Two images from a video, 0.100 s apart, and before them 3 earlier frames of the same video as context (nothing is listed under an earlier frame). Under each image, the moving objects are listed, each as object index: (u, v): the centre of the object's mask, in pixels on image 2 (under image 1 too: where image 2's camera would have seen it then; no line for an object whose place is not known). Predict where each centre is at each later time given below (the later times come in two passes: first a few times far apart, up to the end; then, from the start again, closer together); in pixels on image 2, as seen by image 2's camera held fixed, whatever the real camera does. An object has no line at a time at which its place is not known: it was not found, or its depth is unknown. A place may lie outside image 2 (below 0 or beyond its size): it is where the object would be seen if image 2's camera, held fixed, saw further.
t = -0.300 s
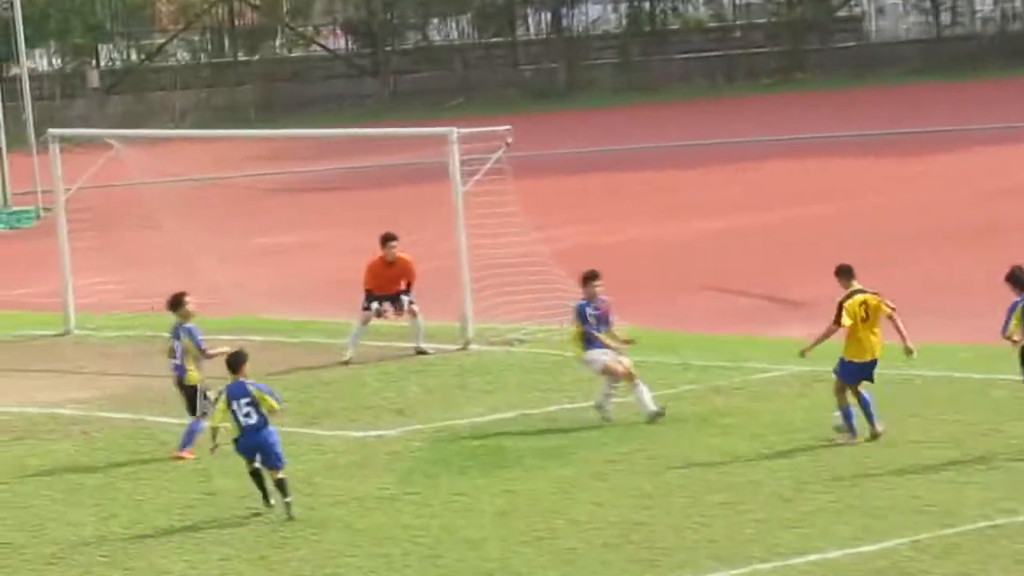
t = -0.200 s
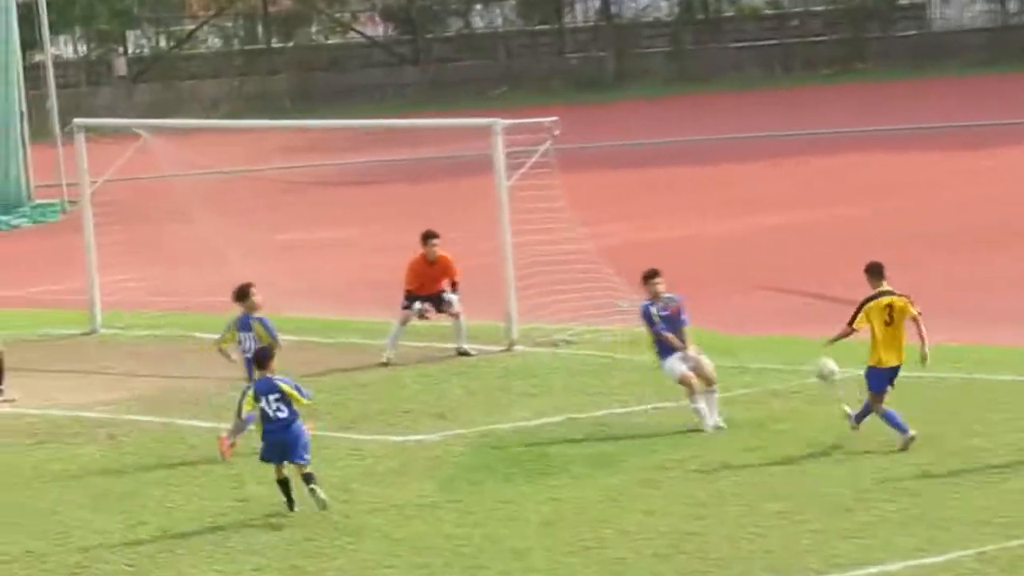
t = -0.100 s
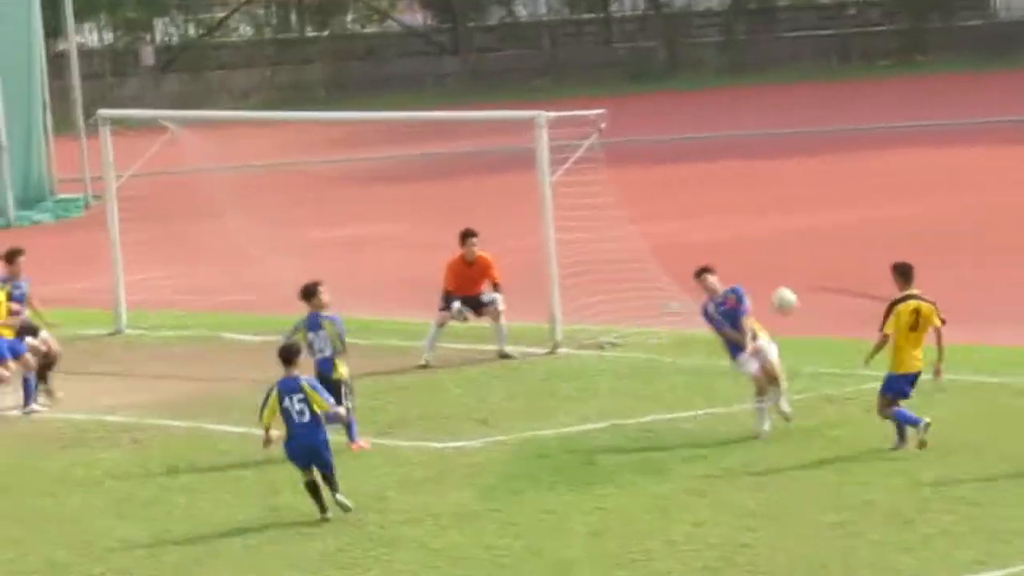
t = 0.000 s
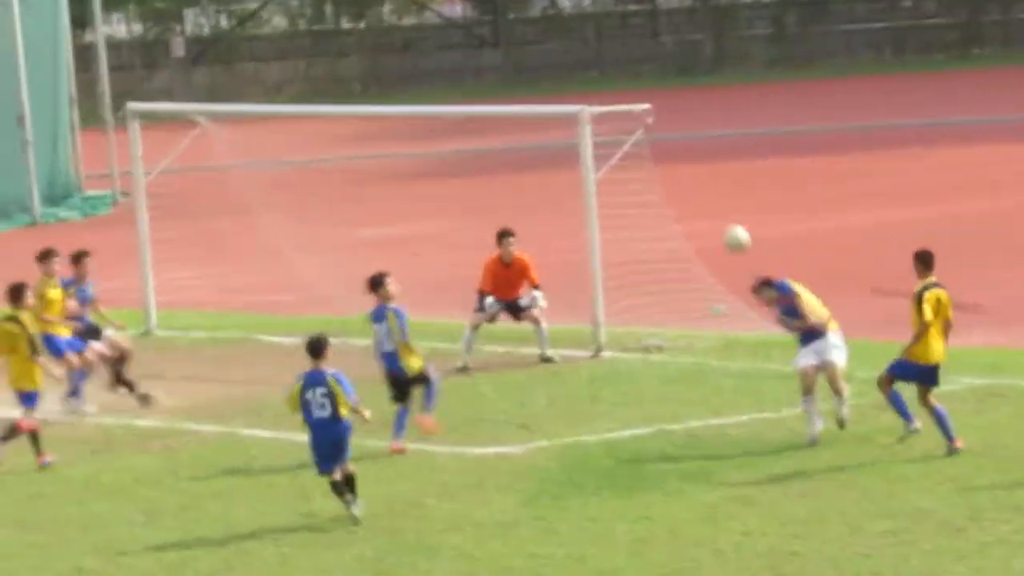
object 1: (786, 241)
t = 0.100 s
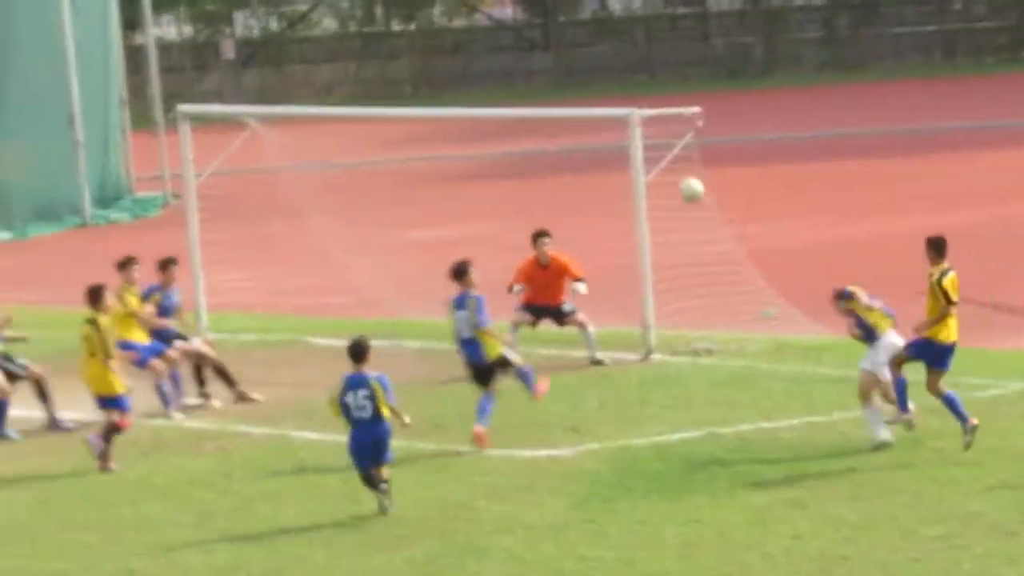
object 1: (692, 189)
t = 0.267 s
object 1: (542, 130)
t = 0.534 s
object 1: (319, 98)
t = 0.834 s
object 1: (88, 147)
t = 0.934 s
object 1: (13, 184)
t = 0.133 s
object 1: (660, 176)
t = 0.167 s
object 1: (630, 162)
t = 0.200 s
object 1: (601, 149)
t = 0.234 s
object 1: (571, 137)
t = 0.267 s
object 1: (542, 130)
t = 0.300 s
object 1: (514, 121)
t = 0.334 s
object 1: (487, 113)
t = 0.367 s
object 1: (456, 106)
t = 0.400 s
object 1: (429, 103)
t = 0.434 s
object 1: (401, 101)
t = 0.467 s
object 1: (373, 100)
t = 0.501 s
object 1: (346, 99)
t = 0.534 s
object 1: (319, 98)
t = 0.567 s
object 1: (293, 99)
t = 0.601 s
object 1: (266, 100)
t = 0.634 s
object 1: (241, 104)
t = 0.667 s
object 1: (214, 108)
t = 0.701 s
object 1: (188, 113)
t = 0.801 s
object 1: (114, 139)
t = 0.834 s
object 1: (88, 147)
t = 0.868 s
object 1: (63, 159)
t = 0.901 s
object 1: (38, 170)
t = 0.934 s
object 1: (13, 184)
